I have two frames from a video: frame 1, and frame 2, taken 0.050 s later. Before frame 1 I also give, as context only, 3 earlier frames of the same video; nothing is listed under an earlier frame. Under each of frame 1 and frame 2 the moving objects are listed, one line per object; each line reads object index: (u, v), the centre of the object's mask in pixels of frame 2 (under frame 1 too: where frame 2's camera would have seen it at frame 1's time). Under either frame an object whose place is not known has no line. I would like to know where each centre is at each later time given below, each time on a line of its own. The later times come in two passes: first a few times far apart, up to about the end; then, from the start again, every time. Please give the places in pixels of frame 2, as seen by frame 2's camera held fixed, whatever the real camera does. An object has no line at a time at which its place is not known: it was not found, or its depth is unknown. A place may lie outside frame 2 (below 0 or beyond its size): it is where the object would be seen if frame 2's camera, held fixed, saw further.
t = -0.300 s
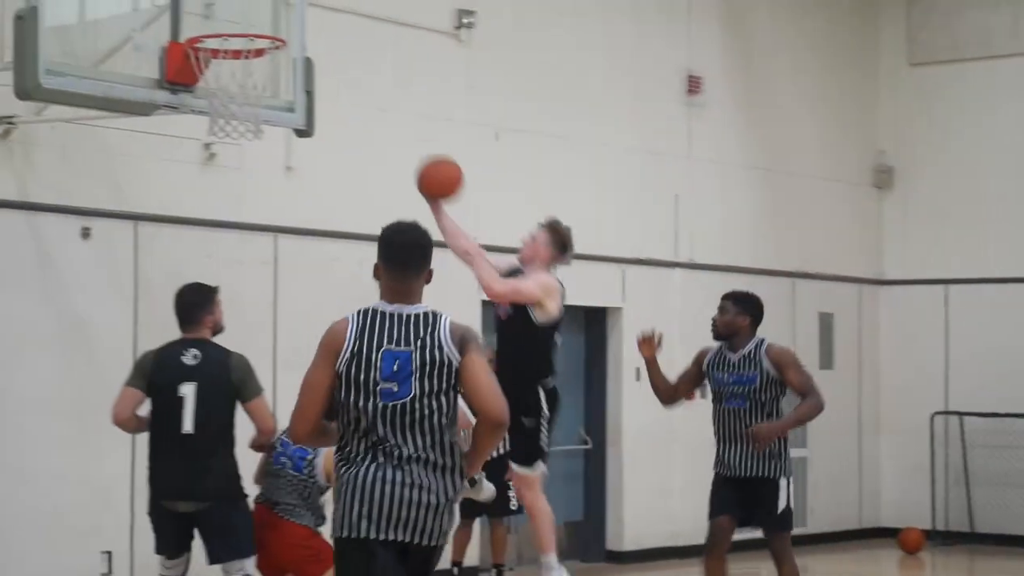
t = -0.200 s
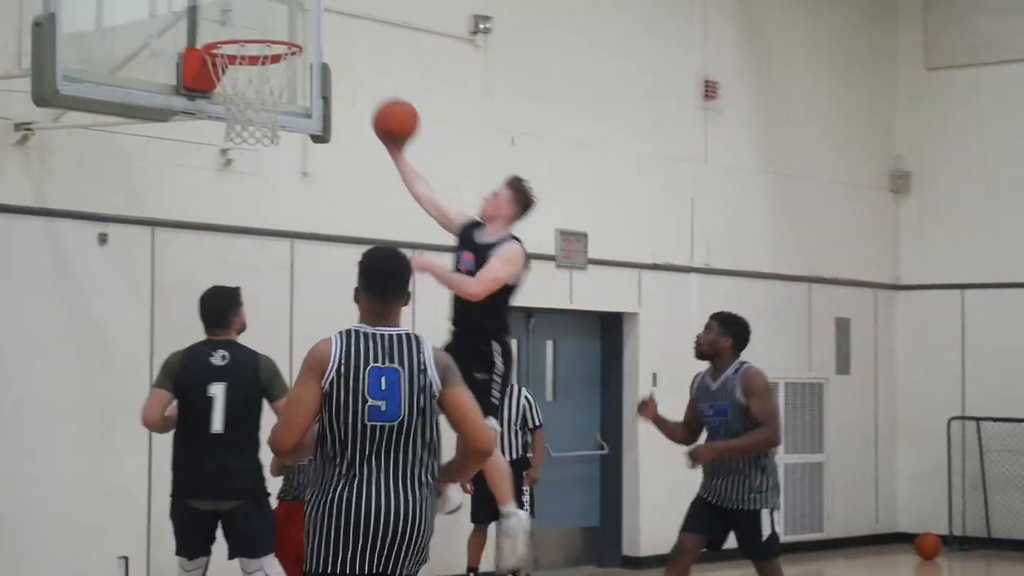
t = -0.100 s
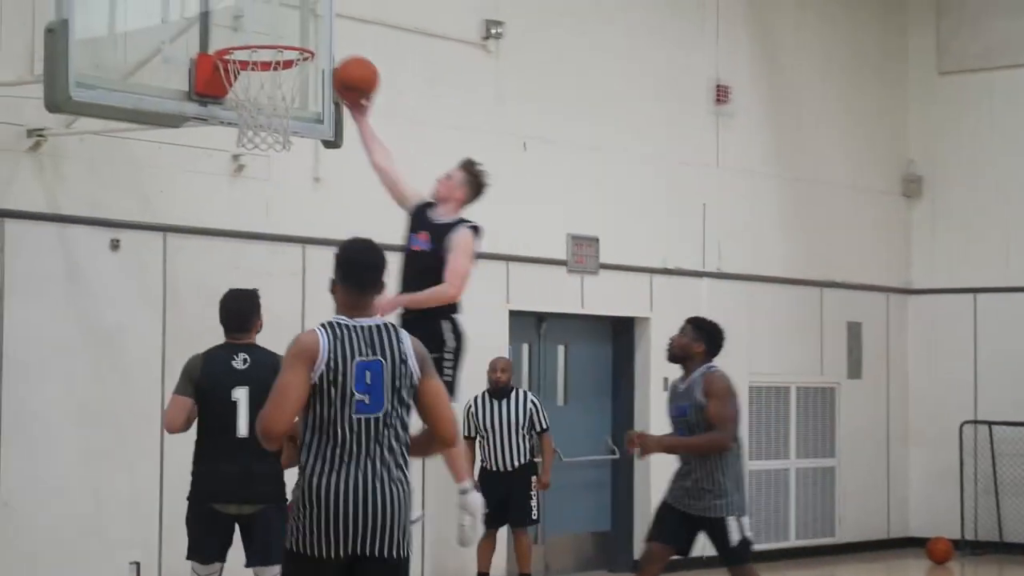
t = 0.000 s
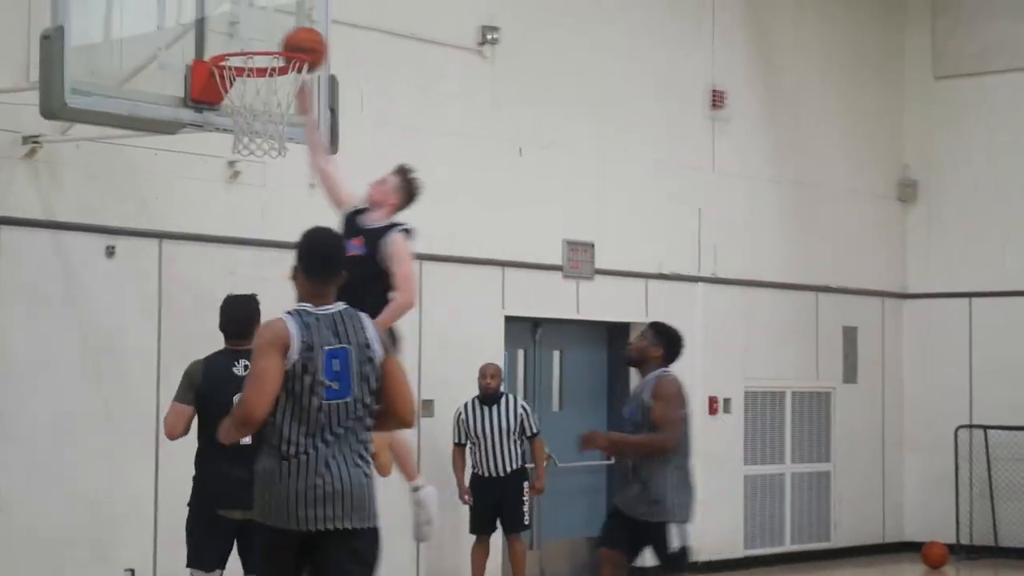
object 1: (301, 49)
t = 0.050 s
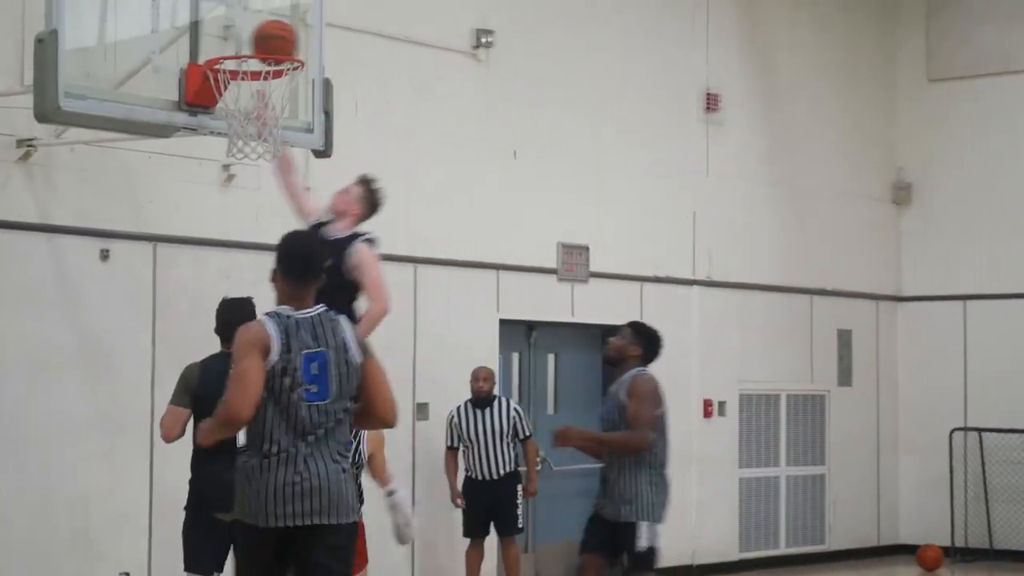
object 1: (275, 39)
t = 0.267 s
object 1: (267, 43)
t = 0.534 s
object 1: (270, 123)
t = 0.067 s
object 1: (266, 37)
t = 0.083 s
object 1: (260, 36)
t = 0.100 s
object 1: (261, 35)
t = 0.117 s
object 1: (261, 34)
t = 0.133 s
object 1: (262, 33)
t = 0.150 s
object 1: (263, 33)
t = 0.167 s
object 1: (264, 33)
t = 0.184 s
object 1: (265, 33)
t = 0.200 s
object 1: (265, 34)
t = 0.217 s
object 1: (266, 35)
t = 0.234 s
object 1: (267, 37)
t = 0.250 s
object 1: (268, 39)
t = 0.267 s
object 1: (267, 43)
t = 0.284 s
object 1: (269, 51)
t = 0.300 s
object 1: (269, 54)
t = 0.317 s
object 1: (270, 59)
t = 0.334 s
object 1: (271, 66)
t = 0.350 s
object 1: (272, 72)
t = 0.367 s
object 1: (273, 79)
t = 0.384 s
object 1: (273, 86)
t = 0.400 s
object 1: (273, 92)
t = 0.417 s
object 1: (274, 99)
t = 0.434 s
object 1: (274, 103)
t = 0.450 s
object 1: (274, 107)
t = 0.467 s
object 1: (273, 109)
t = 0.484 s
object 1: (273, 112)
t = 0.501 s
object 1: (272, 116)
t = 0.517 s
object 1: (272, 120)
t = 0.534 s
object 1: (270, 123)
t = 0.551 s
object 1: (269, 126)
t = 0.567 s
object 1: (267, 130)
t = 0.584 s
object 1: (266, 134)
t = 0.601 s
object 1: (264, 139)
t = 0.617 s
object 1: (263, 144)
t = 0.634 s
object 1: (261, 151)
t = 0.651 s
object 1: (260, 157)
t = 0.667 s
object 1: (266, 163)
